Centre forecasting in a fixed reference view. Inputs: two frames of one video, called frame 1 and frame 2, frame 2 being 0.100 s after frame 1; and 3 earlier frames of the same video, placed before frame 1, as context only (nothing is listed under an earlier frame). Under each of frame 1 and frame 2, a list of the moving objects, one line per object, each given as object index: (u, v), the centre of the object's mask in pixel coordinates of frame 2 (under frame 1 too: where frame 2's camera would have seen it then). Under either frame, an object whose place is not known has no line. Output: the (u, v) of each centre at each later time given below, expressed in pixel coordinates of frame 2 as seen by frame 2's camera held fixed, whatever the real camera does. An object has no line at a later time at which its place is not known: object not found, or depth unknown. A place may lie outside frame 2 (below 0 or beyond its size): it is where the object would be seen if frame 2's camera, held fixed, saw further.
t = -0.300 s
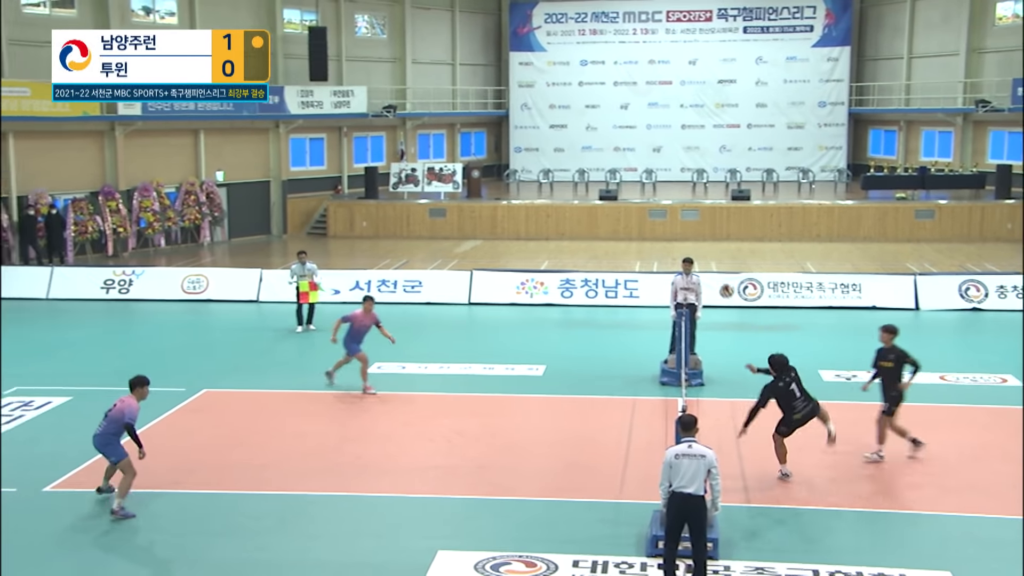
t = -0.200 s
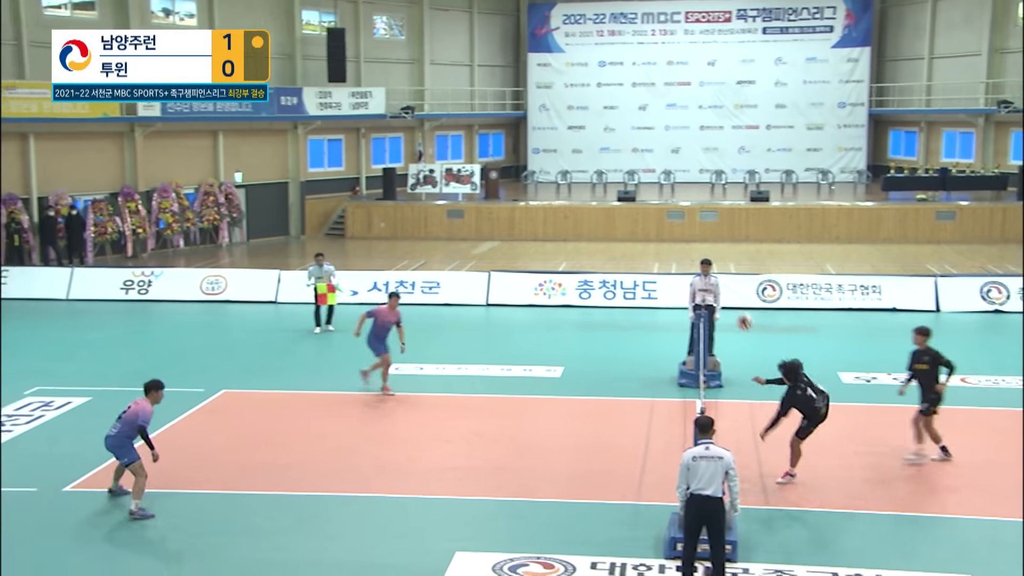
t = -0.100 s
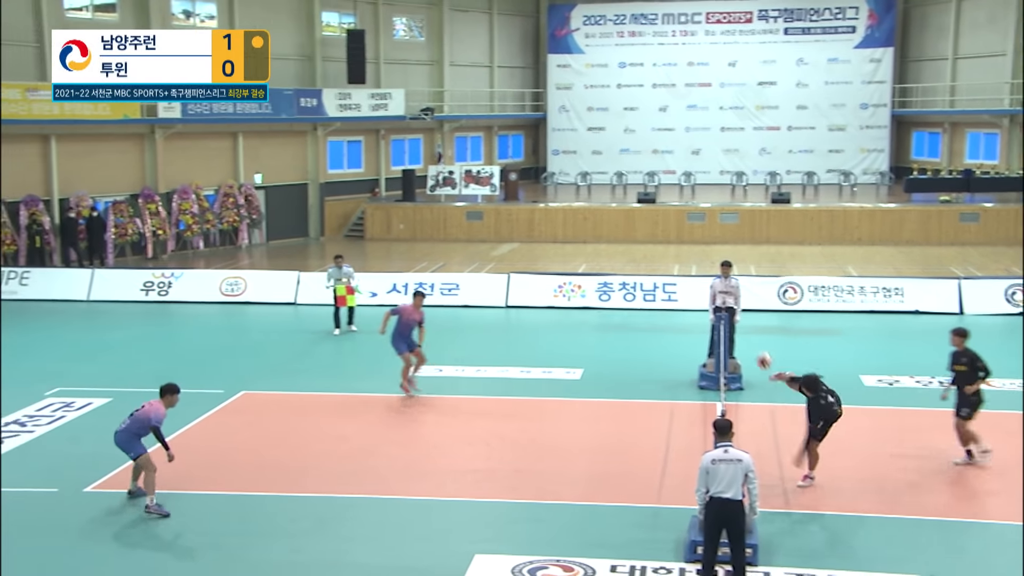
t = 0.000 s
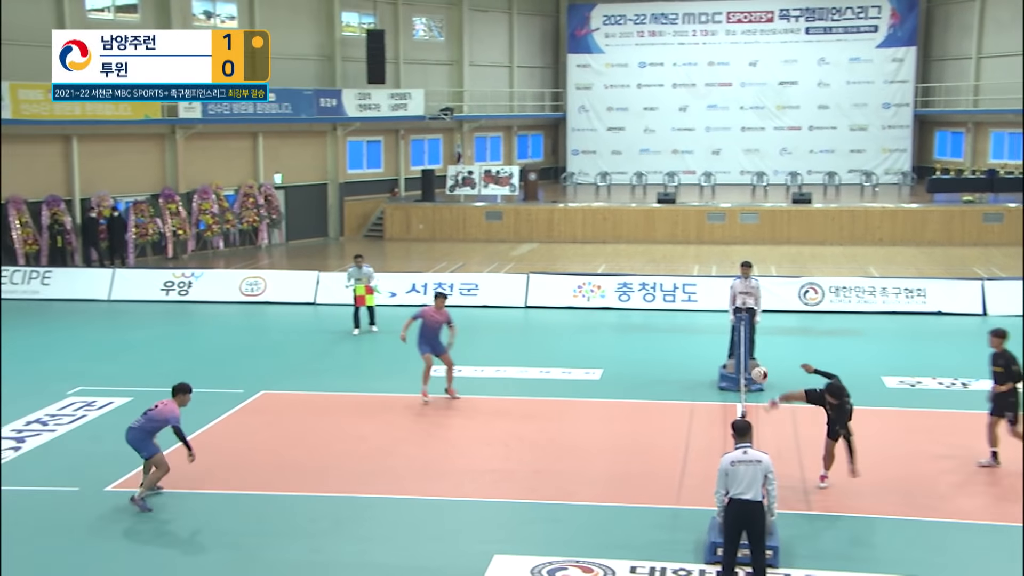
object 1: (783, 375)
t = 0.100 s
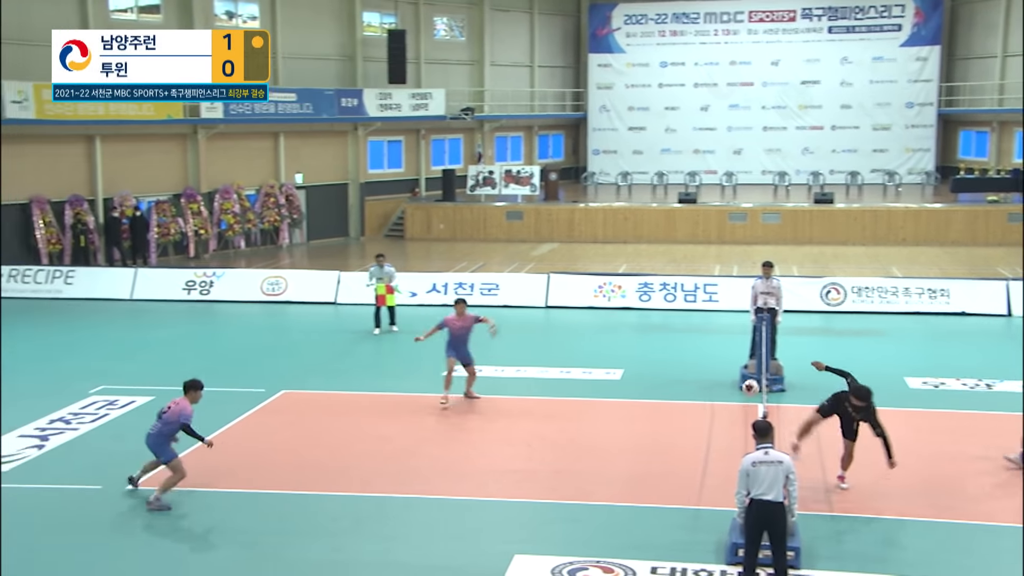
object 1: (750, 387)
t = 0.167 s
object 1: (727, 400)
